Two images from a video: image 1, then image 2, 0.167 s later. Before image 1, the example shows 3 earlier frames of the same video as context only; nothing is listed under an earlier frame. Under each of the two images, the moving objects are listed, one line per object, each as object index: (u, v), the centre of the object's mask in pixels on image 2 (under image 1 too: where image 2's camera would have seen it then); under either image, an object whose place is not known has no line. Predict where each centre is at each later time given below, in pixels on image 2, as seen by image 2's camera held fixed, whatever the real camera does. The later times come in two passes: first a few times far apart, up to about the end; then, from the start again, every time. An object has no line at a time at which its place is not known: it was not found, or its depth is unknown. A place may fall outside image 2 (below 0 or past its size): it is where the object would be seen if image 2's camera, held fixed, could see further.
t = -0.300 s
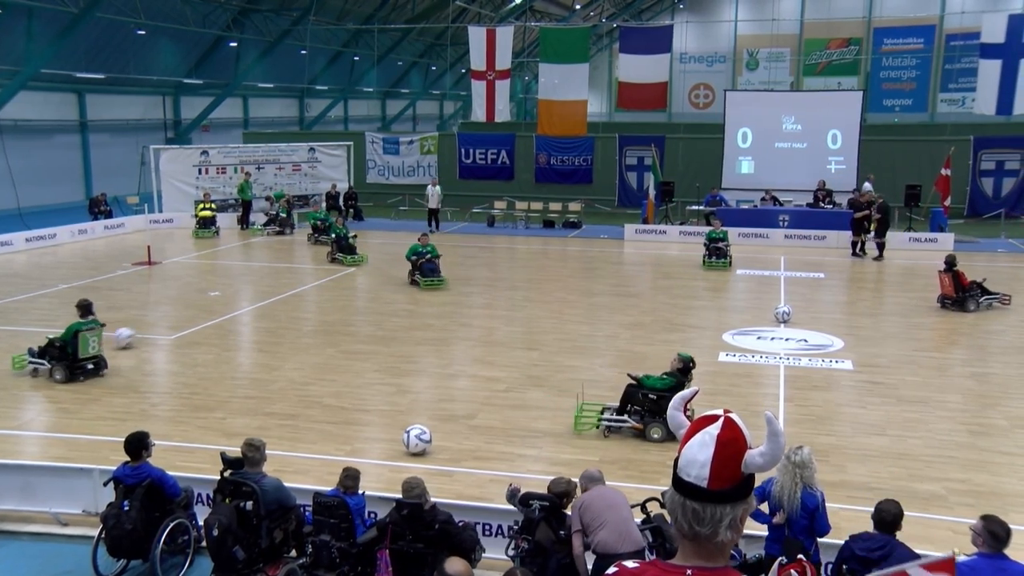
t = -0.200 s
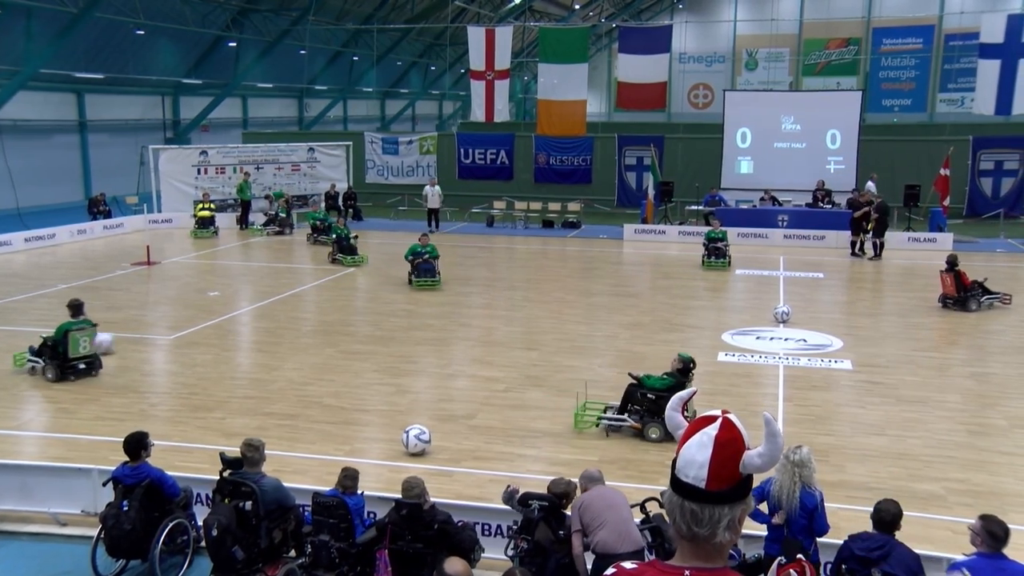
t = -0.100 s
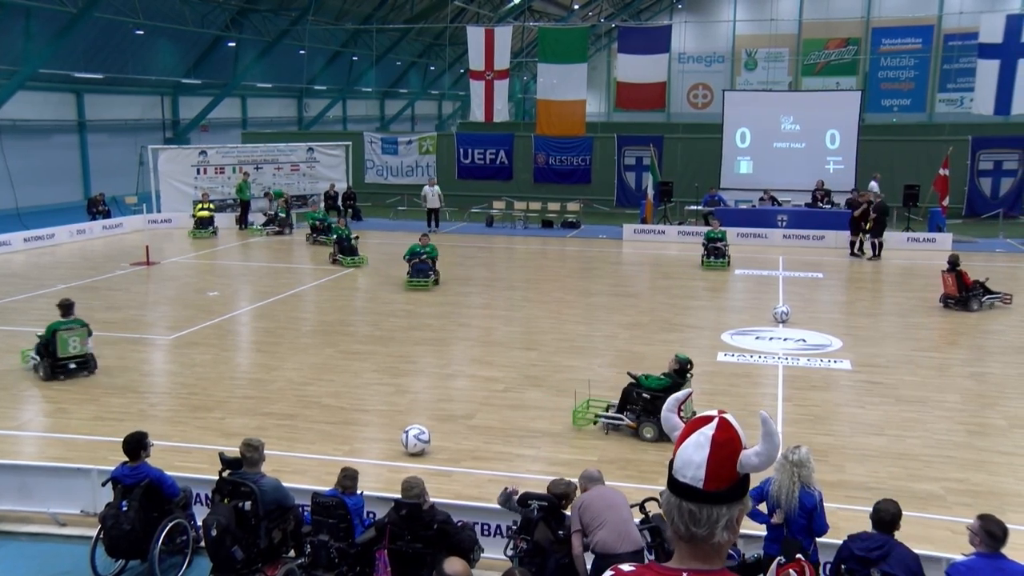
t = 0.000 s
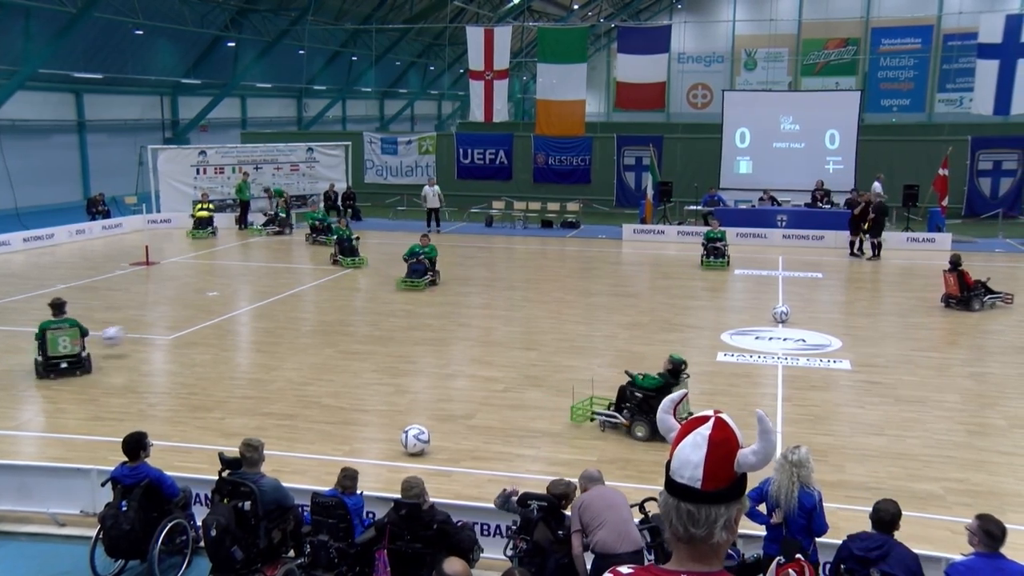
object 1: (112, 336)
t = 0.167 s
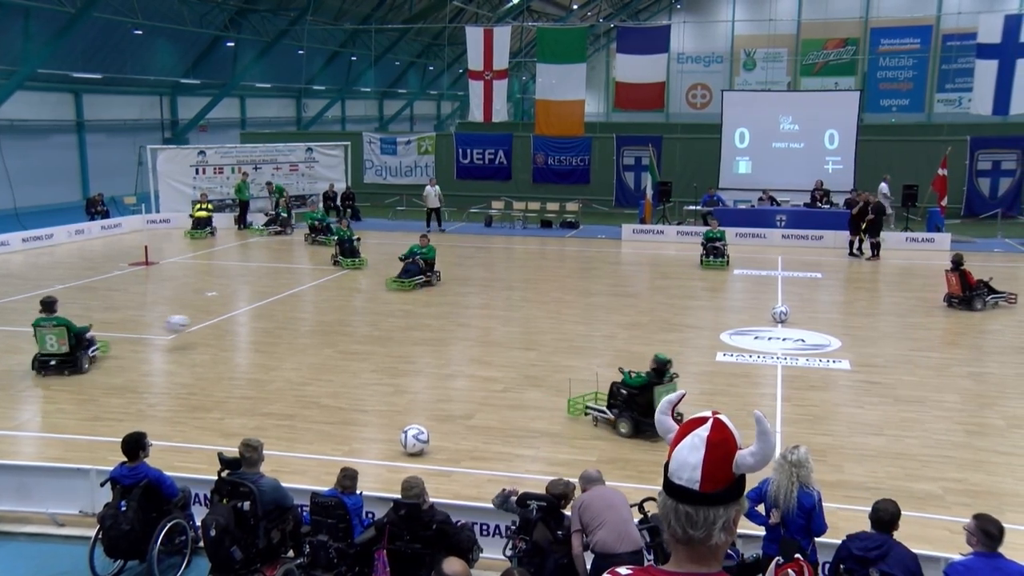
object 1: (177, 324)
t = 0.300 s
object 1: (227, 326)
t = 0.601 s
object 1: (311, 320)
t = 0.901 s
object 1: (369, 319)
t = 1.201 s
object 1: (416, 319)
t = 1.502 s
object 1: (460, 315)
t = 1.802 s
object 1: (501, 312)
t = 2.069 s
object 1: (535, 309)
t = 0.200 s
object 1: (189, 323)
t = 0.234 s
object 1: (202, 323)
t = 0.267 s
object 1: (214, 325)
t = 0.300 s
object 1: (227, 326)
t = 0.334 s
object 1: (238, 328)
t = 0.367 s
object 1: (252, 332)
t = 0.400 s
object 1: (261, 331)
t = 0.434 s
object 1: (269, 327)
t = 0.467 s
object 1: (277, 323)
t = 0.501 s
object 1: (286, 322)
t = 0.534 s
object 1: (294, 320)
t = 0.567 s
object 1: (301, 320)
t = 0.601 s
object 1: (311, 320)
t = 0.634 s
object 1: (318, 321)
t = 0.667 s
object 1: (326, 323)
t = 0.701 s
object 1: (334, 324)
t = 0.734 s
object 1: (341, 324)
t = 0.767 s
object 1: (347, 323)
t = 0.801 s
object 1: (352, 319)
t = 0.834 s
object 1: (358, 319)
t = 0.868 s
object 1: (363, 318)
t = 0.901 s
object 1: (369, 319)
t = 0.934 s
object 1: (375, 320)
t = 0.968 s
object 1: (380, 321)
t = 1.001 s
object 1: (386, 321)
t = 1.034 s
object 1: (390, 319)
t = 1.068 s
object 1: (396, 318)
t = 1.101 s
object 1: (401, 318)
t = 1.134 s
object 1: (406, 317)
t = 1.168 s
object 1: (412, 318)
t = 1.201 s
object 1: (416, 319)
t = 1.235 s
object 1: (421, 317)
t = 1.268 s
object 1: (427, 316)
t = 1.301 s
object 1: (432, 315)
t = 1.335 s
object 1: (436, 316)
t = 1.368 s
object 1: (442, 316)
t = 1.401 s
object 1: (446, 316)
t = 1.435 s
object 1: (451, 316)
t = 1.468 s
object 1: (455, 315)
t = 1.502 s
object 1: (460, 315)
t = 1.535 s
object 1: (464, 314)
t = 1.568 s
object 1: (469, 314)
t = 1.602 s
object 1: (475, 313)
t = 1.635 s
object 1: (479, 313)
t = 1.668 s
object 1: (483, 313)
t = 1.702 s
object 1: (488, 312)
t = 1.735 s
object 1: (492, 312)
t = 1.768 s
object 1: (497, 312)
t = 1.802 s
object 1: (501, 312)
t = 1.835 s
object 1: (505, 311)
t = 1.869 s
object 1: (510, 311)
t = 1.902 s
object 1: (514, 311)
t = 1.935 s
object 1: (519, 310)
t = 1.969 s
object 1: (523, 310)
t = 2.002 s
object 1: (527, 310)
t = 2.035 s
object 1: (531, 309)
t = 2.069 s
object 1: (535, 309)
